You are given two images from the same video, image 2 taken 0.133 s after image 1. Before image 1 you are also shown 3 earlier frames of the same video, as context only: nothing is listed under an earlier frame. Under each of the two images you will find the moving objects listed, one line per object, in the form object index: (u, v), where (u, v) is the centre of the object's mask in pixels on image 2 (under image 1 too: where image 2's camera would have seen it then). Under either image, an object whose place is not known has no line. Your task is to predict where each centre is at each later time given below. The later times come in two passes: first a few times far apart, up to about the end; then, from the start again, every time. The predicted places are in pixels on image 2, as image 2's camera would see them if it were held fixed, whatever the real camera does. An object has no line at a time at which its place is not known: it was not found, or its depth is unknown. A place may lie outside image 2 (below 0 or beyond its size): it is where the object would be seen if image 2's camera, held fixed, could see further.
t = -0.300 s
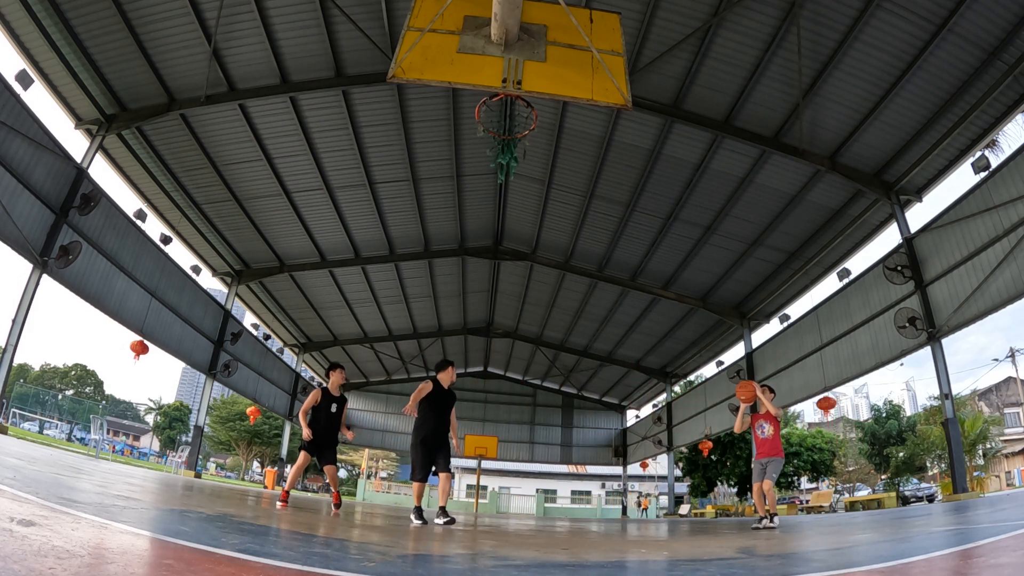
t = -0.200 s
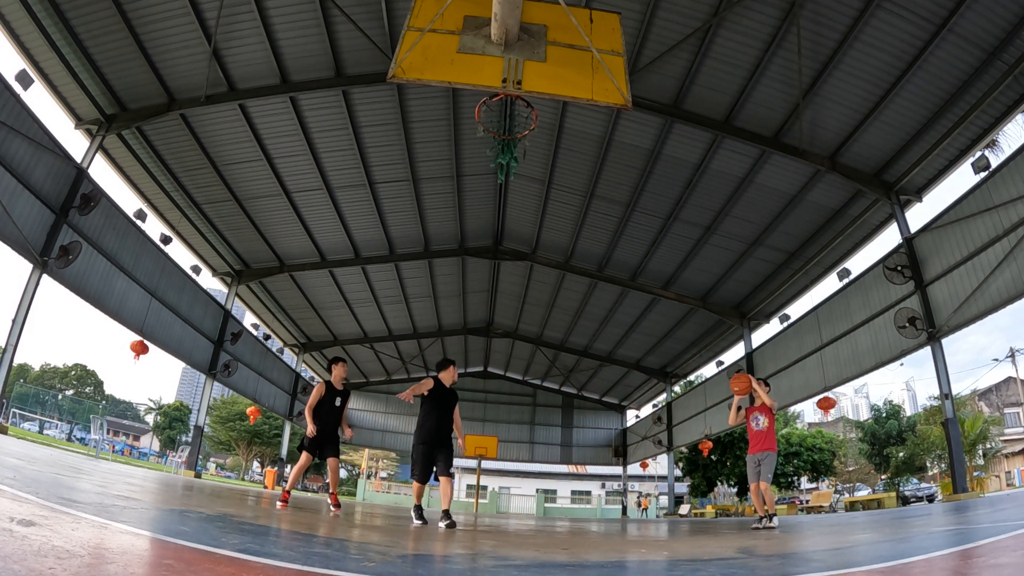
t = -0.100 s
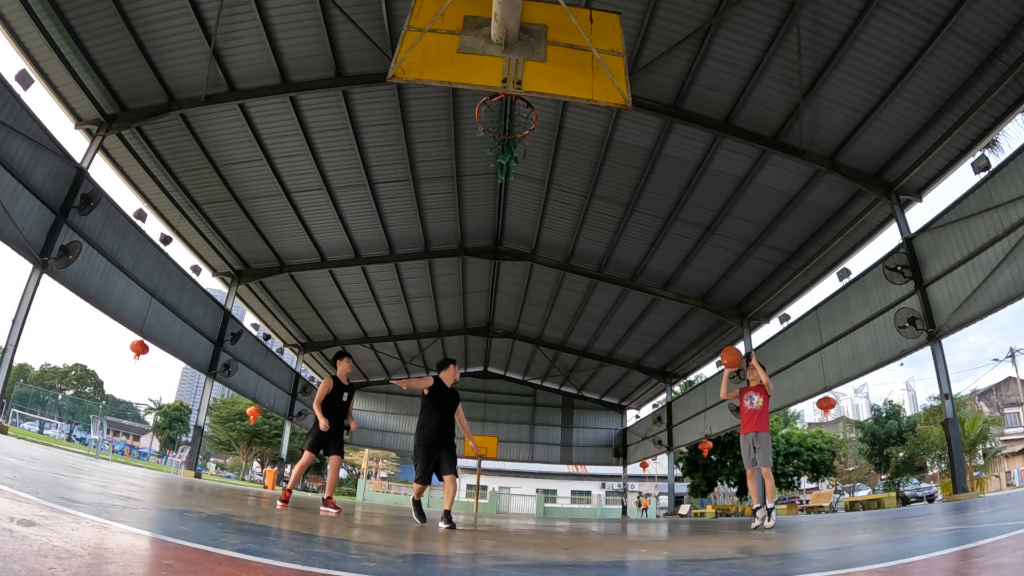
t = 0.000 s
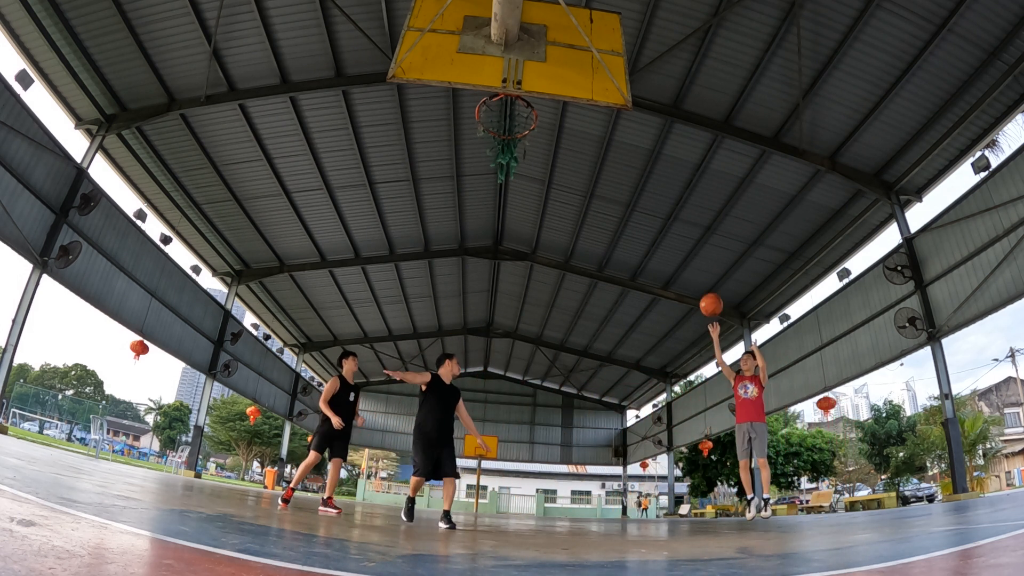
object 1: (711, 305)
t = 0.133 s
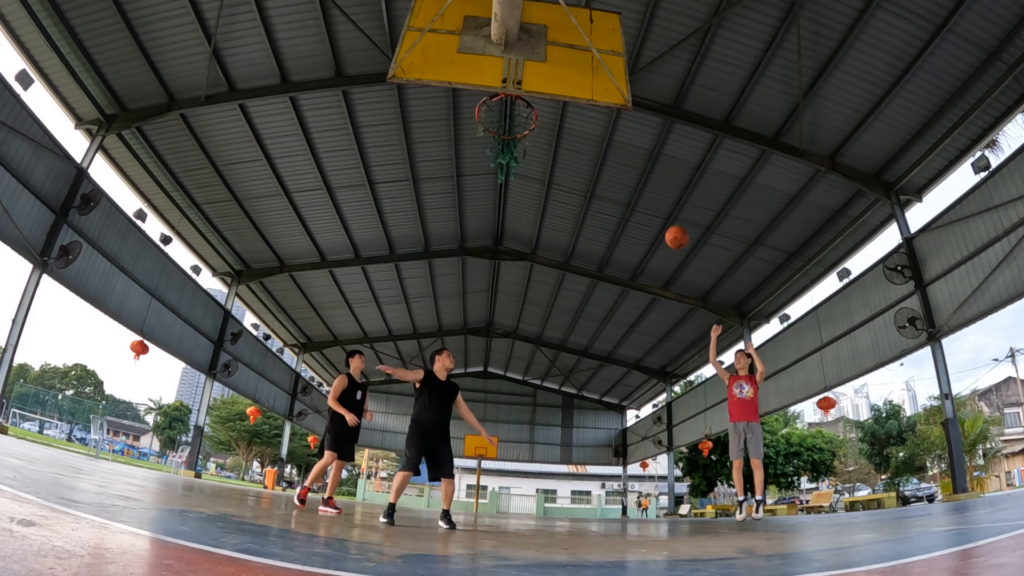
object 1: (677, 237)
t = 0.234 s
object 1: (650, 195)
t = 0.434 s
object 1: (597, 135)
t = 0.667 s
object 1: (527, 103)
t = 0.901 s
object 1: (437, 102)
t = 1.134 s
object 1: (297, 174)
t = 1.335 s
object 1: (107, 355)
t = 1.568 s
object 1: (41, 252)
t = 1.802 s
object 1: (54, 93)
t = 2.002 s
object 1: (38, 37)
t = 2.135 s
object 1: (14, 27)
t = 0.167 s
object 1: (668, 222)
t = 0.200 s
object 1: (659, 208)
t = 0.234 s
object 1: (650, 195)
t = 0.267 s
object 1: (642, 184)
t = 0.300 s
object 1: (633, 172)
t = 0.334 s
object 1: (624, 161)
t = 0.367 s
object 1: (615, 152)
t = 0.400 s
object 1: (606, 143)
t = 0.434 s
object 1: (597, 135)
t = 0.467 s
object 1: (587, 127)
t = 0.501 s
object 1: (578, 120)
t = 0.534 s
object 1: (568, 114)
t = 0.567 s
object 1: (559, 110)
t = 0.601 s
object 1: (549, 107)
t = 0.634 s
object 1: (539, 104)
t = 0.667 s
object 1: (527, 103)
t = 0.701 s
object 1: (515, 101)
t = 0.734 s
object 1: (502, 100)
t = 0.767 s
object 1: (490, 98)
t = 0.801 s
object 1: (475, 97)
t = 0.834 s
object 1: (465, 99)
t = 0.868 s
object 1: (451, 100)
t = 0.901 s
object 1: (437, 102)
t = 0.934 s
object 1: (421, 107)
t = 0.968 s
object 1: (404, 113)
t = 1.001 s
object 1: (385, 121)
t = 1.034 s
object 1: (366, 131)
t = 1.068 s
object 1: (345, 143)
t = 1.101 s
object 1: (322, 157)
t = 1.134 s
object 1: (297, 174)
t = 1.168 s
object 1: (271, 194)
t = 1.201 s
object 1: (242, 217)
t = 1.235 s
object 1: (212, 244)
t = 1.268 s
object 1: (177, 278)
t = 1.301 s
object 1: (144, 312)
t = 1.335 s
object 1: (107, 355)
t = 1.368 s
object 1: (70, 400)
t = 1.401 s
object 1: (34, 452)
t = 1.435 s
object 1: (31, 414)
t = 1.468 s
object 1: (32, 370)
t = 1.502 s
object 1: (35, 326)
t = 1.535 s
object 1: (38, 287)
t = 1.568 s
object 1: (41, 252)
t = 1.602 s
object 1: (44, 221)
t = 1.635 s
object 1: (47, 193)
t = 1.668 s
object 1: (50, 169)
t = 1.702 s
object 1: (51, 147)
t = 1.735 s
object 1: (53, 127)
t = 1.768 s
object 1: (54, 109)
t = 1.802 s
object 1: (54, 93)
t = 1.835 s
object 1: (54, 79)
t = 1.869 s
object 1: (52, 68)
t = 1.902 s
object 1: (49, 58)
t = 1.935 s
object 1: (46, 50)
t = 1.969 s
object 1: (42, 43)
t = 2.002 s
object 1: (38, 37)
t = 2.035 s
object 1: (32, 33)
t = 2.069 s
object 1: (26, 30)
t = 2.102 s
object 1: (20, 28)
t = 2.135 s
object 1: (14, 27)
